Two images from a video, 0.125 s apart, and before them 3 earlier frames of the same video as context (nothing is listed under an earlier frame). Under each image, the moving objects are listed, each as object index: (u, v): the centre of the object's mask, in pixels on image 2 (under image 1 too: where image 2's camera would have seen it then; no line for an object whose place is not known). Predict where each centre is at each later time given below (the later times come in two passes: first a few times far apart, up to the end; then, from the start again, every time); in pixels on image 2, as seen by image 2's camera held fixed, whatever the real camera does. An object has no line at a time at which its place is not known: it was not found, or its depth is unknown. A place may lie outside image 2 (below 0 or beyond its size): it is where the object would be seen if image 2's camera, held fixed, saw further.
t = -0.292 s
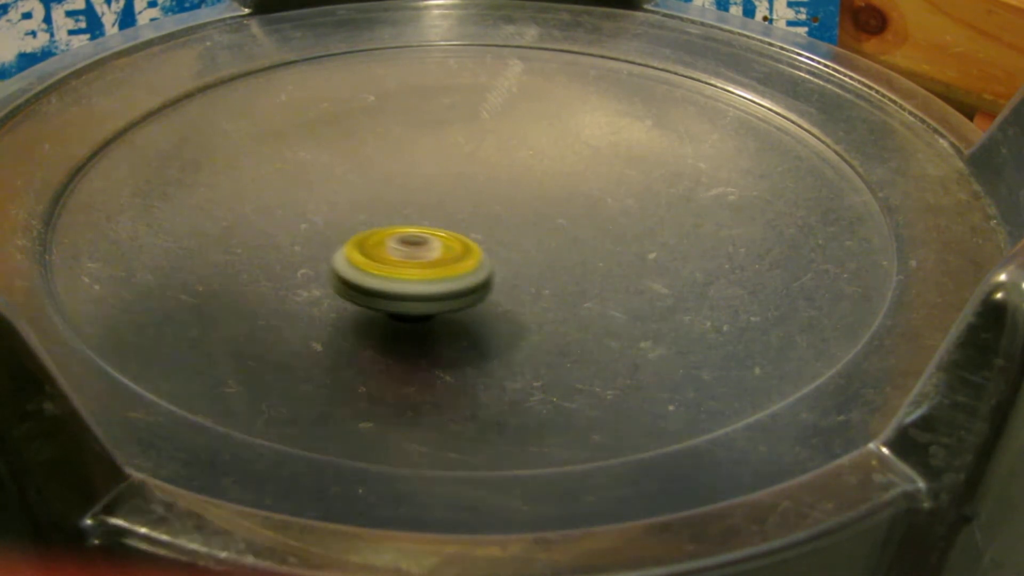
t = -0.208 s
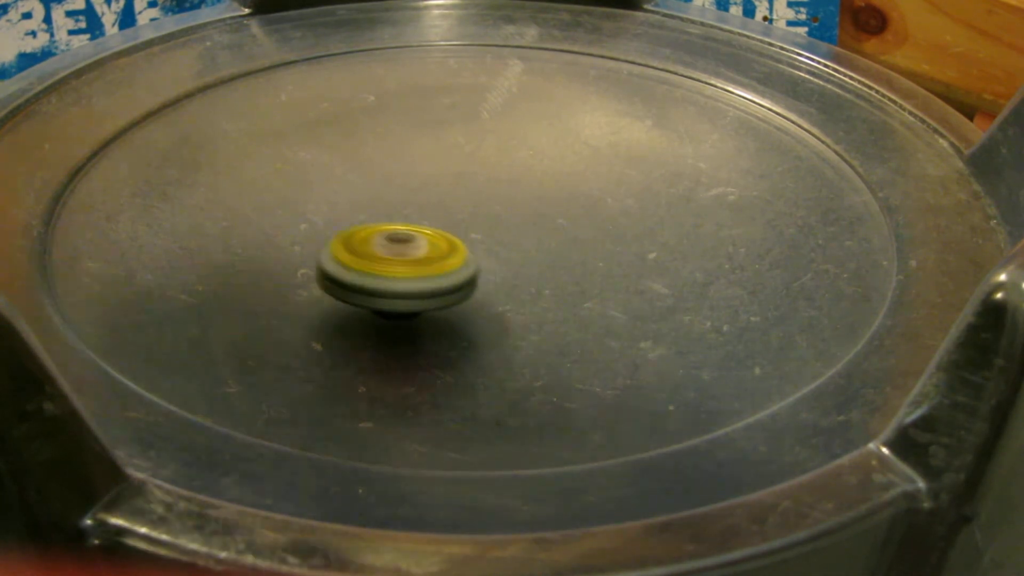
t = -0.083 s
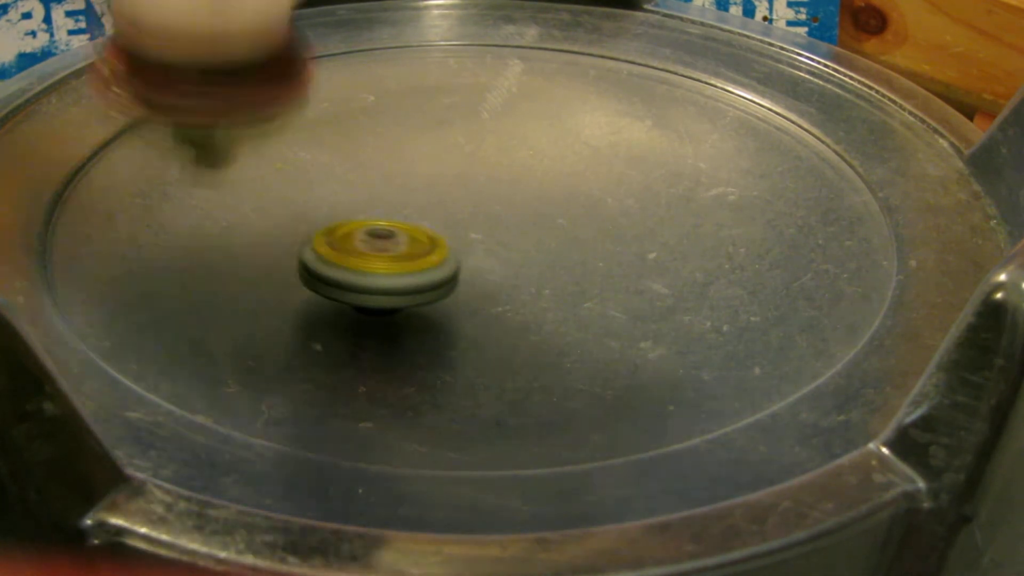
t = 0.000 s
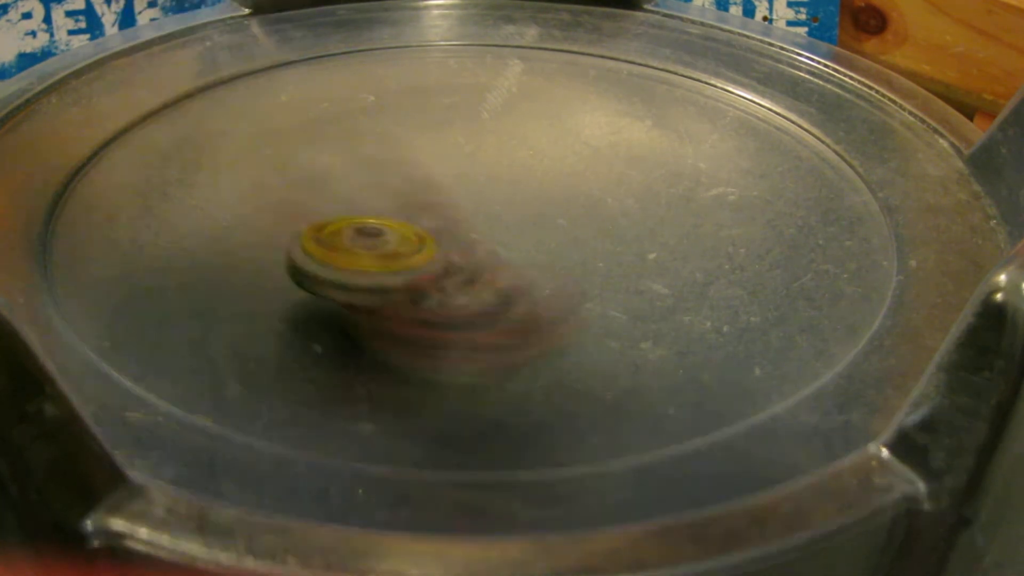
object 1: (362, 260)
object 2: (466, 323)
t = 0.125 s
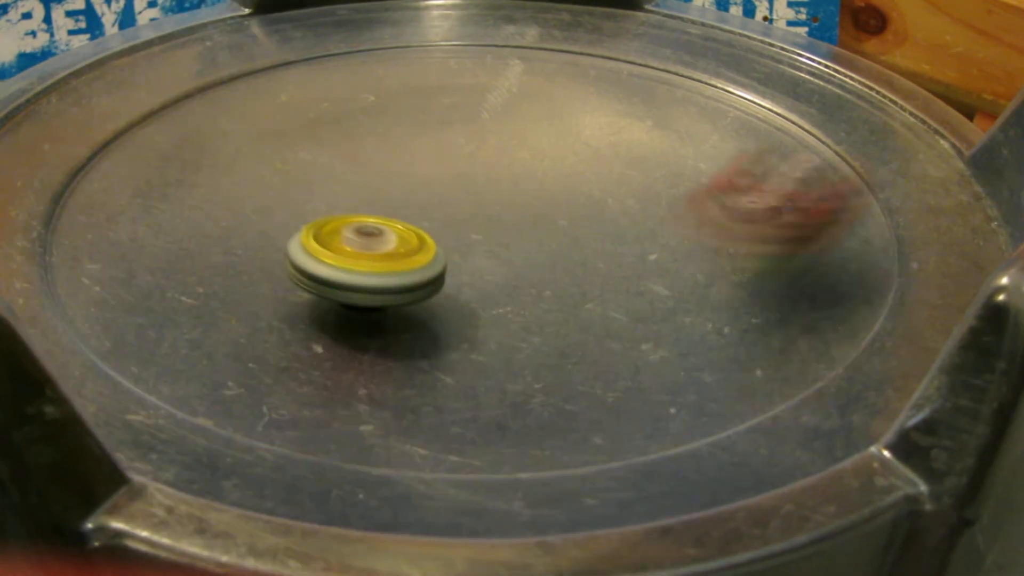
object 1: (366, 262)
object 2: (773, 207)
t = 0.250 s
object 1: (356, 254)
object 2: (909, 89)
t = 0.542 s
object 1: (336, 238)
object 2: (681, 115)
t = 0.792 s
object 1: (248, 220)
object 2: (536, 195)
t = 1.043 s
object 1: (253, 238)
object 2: (579, 186)
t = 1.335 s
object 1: (344, 224)
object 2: (549, 173)
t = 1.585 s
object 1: (378, 180)
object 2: (520, 162)
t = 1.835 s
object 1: (356, 148)
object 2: (499, 162)
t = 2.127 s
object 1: (334, 141)
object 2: (546, 216)
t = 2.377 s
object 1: (414, 155)
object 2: (491, 248)
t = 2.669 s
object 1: (497, 134)
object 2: (399, 246)
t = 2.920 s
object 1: (495, 126)
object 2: (393, 229)
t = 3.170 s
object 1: (508, 143)
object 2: (421, 226)
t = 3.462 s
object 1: (564, 168)
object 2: (459, 224)
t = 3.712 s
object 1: (606, 178)
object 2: (469, 220)
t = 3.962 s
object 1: (612, 188)
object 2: (469, 221)
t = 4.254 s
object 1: (630, 203)
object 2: (432, 221)
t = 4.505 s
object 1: (632, 208)
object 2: (409, 195)
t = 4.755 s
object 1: (612, 226)
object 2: (419, 176)
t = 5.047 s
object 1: (580, 256)
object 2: (431, 185)
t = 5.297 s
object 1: (561, 276)
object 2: (438, 196)
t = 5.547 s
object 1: (539, 288)
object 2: (445, 204)
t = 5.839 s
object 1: (502, 294)
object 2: (457, 206)
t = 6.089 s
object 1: (447, 287)
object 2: (465, 195)
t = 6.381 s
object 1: (380, 278)
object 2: (477, 199)
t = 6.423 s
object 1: (373, 278)
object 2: (477, 199)
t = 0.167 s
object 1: (364, 260)
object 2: (839, 162)
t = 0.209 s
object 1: (360, 257)
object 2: (877, 123)
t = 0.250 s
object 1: (356, 254)
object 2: (909, 89)
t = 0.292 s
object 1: (352, 252)
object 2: (913, 66)
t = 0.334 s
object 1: (349, 249)
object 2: (890, 63)
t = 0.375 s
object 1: (345, 247)
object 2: (850, 65)
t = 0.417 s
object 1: (343, 244)
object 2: (813, 67)
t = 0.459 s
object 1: (340, 242)
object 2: (777, 77)
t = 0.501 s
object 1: (338, 240)
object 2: (729, 94)
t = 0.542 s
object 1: (336, 238)
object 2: (681, 115)
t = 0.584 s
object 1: (334, 235)
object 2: (633, 137)
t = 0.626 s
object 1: (333, 233)
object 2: (587, 158)
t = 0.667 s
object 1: (332, 231)
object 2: (539, 178)
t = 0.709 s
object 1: (331, 228)
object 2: (496, 193)
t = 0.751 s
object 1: (298, 223)
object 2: (497, 196)
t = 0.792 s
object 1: (248, 220)
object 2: (536, 195)
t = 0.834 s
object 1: (231, 222)
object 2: (562, 192)
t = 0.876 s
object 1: (227, 224)
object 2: (574, 191)
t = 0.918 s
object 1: (230, 228)
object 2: (578, 190)
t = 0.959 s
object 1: (237, 232)
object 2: (580, 188)
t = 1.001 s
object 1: (244, 235)
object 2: (581, 187)
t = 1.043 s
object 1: (253, 238)
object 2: (579, 186)
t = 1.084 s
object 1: (267, 240)
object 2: (576, 185)
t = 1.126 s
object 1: (280, 241)
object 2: (573, 183)
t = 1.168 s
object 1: (294, 240)
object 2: (567, 182)
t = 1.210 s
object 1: (307, 238)
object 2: (562, 180)
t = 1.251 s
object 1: (321, 235)
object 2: (557, 178)
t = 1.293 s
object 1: (333, 230)
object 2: (553, 175)
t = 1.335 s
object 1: (344, 224)
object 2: (549, 173)
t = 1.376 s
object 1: (354, 218)
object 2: (545, 171)
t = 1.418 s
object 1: (362, 211)
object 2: (540, 168)
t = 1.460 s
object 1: (369, 203)
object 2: (536, 166)
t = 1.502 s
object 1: (374, 196)
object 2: (531, 165)
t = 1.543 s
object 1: (377, 189)
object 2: (525, 163)
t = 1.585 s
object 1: (378, 180)
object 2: (520, 162)
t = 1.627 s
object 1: (370, 171)
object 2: (522, 160)
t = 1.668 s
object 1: (367, 165)
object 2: (521, 160)
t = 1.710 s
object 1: (364, 160)
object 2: (516, 160)
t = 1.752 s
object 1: (361, 155)
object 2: (511, 160)
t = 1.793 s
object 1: (358, 151)
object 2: (505, 161)
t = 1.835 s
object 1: (356, 148)
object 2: (499, 162)
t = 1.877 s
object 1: (355, 146)
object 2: (494, 163)
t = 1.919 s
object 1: (353, 145)
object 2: (488, 165)
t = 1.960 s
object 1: (351, 145)
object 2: (482, 166)
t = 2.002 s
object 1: (346, 139)
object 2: (487, 164)
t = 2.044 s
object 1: (337, 138)
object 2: (513, 183)
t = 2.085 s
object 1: (333, 139)
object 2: (532, 199)
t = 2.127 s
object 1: (334, 141)
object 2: (546, 216)
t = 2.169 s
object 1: (342, 145)
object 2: (553, 229)
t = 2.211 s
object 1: (354, 149)
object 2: (552, 237)
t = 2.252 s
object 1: (368, 152)
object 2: (543, 242)
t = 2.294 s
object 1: (384, 154)
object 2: (526, 245)
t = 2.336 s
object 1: (399, 156)
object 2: (509, 246)
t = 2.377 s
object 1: (414, 155)
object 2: (491, 248)
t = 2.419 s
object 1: (429, 153)
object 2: (473, 251)
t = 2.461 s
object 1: (445, 151)
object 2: (458, 251)
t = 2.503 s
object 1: (458, 150)
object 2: (443, 251)
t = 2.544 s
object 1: (471, 147)
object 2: (429, 251)
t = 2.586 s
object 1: (482, 143)
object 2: (417, 250)
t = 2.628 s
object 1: (491, 138)
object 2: (408, 248)
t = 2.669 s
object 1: (497, 134)
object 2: (399, 246)
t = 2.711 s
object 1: (500, 130)
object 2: (393, 243)
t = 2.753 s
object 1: (500, 127)
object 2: (390, 239)
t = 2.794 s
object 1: (499, 125)
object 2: (388, 236)
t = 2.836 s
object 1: (497, 124)
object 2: (389, 234)
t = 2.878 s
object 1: (496, 124)
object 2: (391, 231)
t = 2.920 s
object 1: (495, 126)
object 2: (393, 229)
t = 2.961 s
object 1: (495, 128)
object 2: (395, 227)
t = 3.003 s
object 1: (496, 130)
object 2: (399, 226)
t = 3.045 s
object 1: (497, 132)
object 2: (404, 226)
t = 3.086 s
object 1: (500, 135)
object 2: (410, 225)
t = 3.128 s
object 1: (503, 139)
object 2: (415, 225)
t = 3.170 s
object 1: (508, 143)
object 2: (421, 226)
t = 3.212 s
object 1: (514, 146)
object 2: (427, 226)
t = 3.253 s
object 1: (520, 150)
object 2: (433, 226)
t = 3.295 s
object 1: (528, 154)
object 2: (439, 227)
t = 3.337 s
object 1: (537, 158)
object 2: (445, 226)
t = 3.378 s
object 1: (546, 161)
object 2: (450, 226)
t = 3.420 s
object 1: (555, 165)
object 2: (455, 225)
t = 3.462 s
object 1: (564, 168)
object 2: (459, 224)
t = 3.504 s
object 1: (574, 170)
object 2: (463, 223)
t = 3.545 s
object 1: (582, 173)
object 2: (466, 222)
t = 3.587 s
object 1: (590, 174)
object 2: (468, 221)
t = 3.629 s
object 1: (596, 176)
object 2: (469, 221)
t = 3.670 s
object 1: (602, 177)
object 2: (469, 220)
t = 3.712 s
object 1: (606, 178)
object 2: (469, 220)
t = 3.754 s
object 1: (610, 179)
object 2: (470, 220)
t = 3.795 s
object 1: (612, 180)
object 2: (469, 220)
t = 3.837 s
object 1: (613, 182)
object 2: (469, 221)
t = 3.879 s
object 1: (612, 183)
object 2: (469, 221)
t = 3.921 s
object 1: (612, 185)
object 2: (469, 221)
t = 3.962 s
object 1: (612, 188)
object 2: (469, 221)
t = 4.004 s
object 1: (612, 191)
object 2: (469, 222)
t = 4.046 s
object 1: (612, 193)
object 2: (470, 222)
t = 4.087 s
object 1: (611, 196)
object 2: (472, 221)
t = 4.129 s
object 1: (612, 200)
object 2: (474, 220)
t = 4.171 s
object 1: (611, 203)
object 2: (475, 219)
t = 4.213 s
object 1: (618, 203)
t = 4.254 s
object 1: (630, 203)
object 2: (432, 221)
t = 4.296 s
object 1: (635, 203)
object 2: (417, 221)
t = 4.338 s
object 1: (637, 204)
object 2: (410, 216)
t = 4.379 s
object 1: (637, 204)
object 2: (408, 210)
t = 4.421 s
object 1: (636, 206)
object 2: (408, 204)
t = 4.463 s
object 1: (634, 207)
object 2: (408, 199)
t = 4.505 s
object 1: (632, 208)
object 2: (409, 195)
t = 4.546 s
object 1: (629, 210)
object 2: (407, 190)
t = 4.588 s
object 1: (626, 212)
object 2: (407, 186)
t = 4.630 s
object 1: (623, 215)
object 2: (411, 183)
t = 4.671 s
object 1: (620, 218)
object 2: (413, 180)
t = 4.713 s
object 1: (616, 222)
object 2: (416, 178)
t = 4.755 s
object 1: (612, 226)
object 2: (419, 176)
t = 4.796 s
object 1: (606, 230)
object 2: (423, 176)
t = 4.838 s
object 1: (600, 234)
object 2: (425, 177)
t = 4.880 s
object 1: (595, 239)
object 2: (428, 177)
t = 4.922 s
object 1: (591, 244)
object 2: (429, 179)
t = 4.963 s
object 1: (587, 248)
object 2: (430, 180)
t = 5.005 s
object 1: (584, 252)
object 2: (430, 182)
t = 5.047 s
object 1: (580, 256)
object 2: (431, 185)
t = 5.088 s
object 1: (576, 261)
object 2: (432, 186)
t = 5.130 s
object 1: (573, 265)
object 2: (433, 188)
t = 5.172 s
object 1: (570, 268)
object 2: (434, 190)
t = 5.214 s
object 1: (567, 271)
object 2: (435, 192)
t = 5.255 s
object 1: (564, 274)
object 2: (436, 194)
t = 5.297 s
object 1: (561, 276)
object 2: (438, 196)
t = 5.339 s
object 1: (557, 279)
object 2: (439, 197)
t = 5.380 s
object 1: (554, 281)
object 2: (440, 200)
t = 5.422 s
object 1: (550, 283)
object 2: (442, 201)
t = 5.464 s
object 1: (548, 284)
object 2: (443, 202)
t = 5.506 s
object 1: (544, 286)
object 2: (444, 203)
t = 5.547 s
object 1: (539, 288)
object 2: (445, 204)
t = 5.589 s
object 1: (534, 289)
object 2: (446, 206)
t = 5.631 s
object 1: (528, 290)
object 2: (448, 206)
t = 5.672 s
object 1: (522, 291)
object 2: (450, 206)
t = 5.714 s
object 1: (517, 292)
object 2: (452, 207)
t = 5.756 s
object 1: (512, 293)
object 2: (454, 207)
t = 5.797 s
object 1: (508, 294)
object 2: (456, 207)
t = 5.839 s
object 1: (502, 294)
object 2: (457, 206)
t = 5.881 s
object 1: (496, 295)
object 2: (458, 200)
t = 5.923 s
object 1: (486, 296)
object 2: (460, 196)
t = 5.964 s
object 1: (476, 295)
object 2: (462, 194)
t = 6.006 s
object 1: (467, 292)
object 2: (463, 194)
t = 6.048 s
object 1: (457, 290)
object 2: (463, 194)
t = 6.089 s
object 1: (447, 287)
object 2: (465, 195)
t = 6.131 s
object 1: (437, 284)
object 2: (468, 195)
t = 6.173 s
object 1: (428, 283)
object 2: (471, 196)
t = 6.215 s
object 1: (418, 281)
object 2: (473, 197)
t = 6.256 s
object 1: (408, 280)
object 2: (474, 198)
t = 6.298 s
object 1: (399, 279)
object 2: (475, 199)
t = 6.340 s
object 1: (388, 279)
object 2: (476, 198)
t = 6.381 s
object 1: (380, 278)
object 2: (477, 199)
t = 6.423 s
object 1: (373, 278)
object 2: (477, 199)
